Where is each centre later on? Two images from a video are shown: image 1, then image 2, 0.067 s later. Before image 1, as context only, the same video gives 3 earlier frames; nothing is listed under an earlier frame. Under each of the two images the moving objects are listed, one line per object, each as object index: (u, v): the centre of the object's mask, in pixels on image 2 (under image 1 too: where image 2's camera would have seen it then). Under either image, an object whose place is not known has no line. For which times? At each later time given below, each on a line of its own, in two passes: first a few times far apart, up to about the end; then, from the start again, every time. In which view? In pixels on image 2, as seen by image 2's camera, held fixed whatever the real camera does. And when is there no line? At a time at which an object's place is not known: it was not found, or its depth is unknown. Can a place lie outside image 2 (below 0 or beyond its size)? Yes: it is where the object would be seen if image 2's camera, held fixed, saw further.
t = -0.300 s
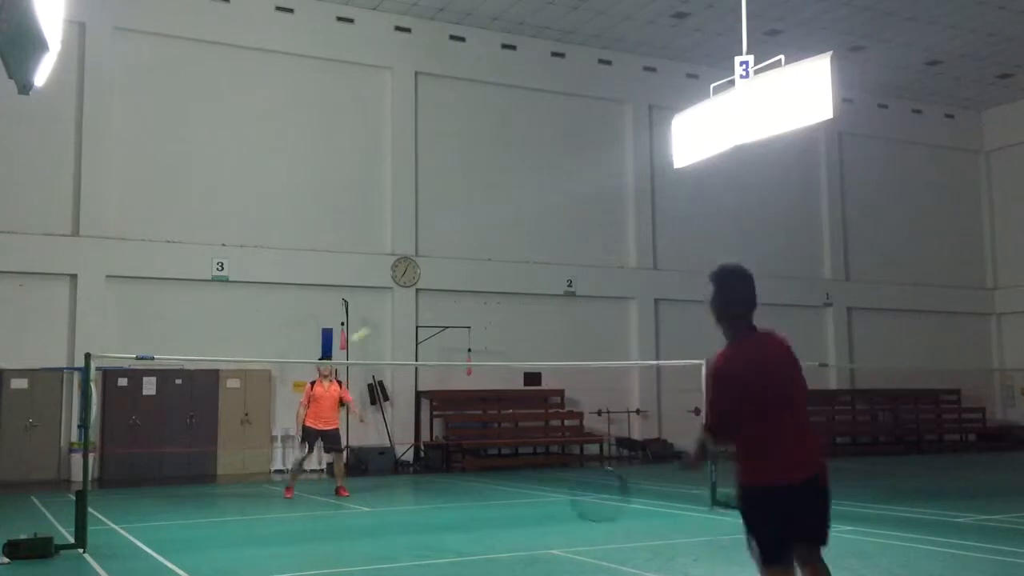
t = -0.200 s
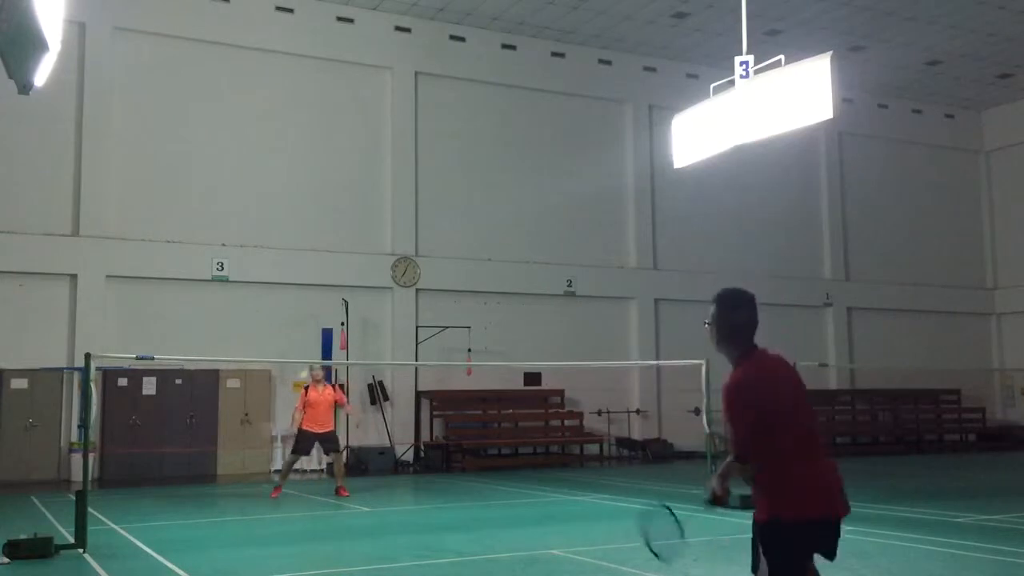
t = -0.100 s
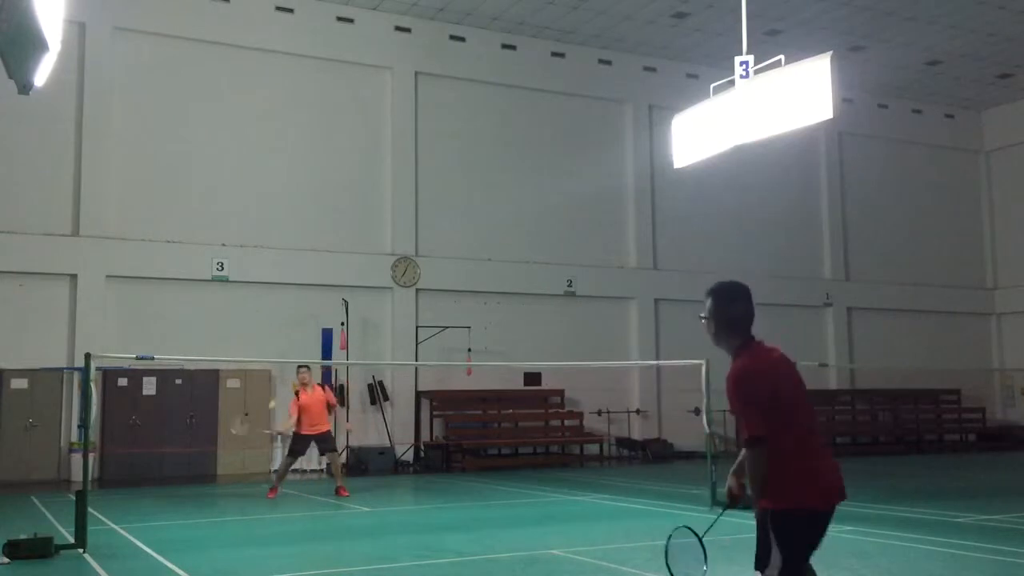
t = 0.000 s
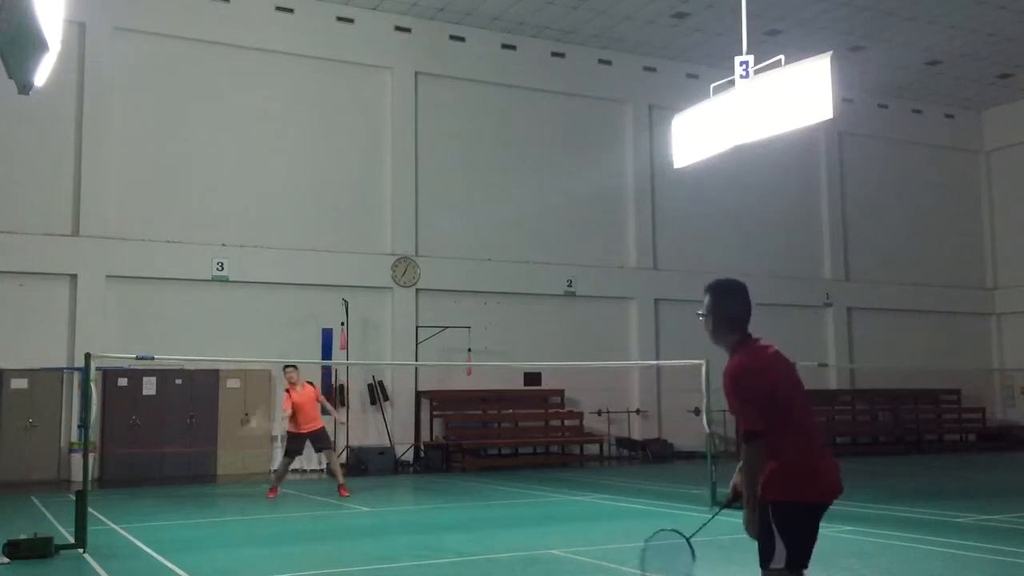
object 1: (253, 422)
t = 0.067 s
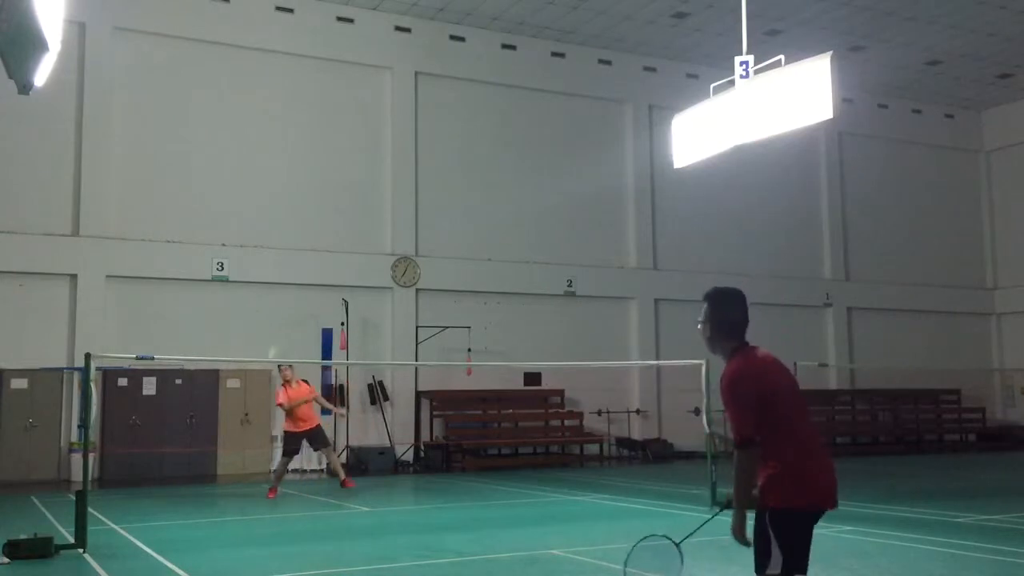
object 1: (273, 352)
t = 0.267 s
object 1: (319, 212)
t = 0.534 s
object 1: (369, 110)
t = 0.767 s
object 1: (412, 98)
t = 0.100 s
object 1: (283, 323)
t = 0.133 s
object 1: (289, 298)
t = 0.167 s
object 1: (297, 274)
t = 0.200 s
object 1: (303, 252)
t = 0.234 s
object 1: (312, 230)
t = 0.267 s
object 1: (319, 212)
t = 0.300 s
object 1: (325, 195)
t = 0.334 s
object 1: (332, 178)
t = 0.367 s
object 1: (338, 163)
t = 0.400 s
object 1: (345, 150)
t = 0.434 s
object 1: (351, 138)
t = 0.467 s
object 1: (357, 127)
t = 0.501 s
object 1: (364, 118)
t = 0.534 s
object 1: (369, 110)
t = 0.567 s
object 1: (376, 103)
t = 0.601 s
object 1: (382, 98)
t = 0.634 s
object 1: (388, 95)
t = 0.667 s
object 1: (394, 93)
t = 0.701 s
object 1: (400, 93)
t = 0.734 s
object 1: (405, 95)
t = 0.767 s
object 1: (412, 98)
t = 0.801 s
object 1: (419, 103)
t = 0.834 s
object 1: (424, 110)
